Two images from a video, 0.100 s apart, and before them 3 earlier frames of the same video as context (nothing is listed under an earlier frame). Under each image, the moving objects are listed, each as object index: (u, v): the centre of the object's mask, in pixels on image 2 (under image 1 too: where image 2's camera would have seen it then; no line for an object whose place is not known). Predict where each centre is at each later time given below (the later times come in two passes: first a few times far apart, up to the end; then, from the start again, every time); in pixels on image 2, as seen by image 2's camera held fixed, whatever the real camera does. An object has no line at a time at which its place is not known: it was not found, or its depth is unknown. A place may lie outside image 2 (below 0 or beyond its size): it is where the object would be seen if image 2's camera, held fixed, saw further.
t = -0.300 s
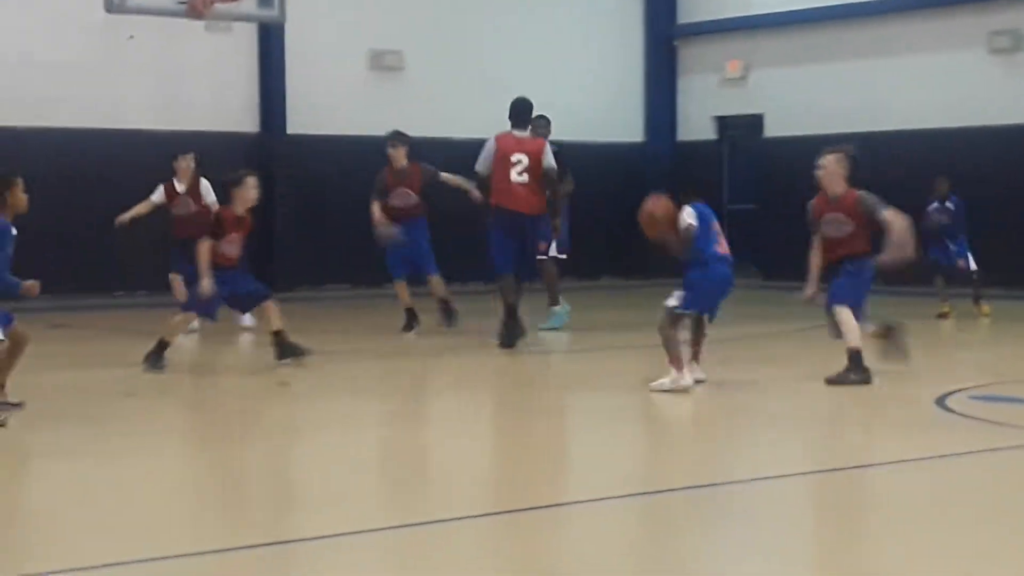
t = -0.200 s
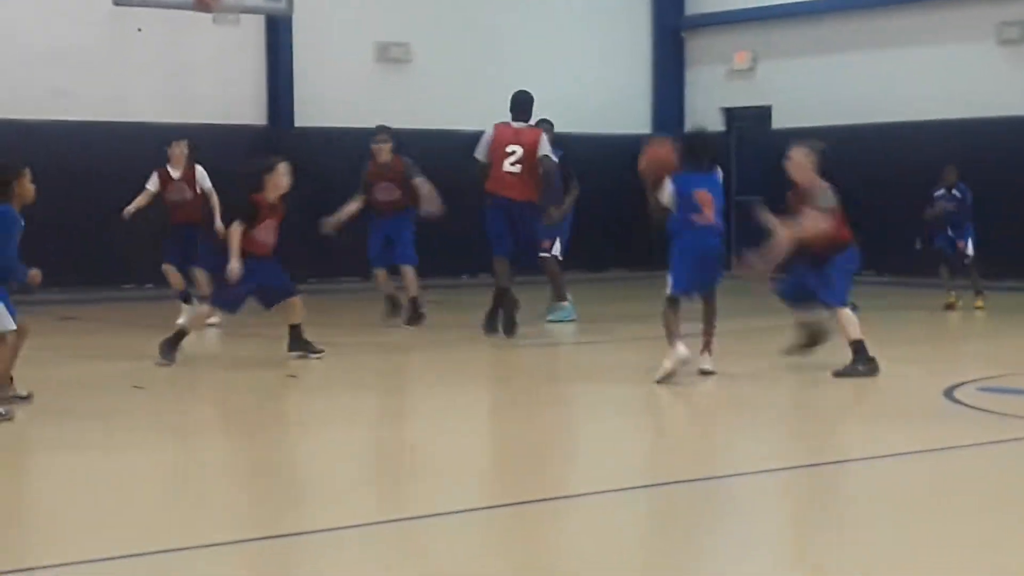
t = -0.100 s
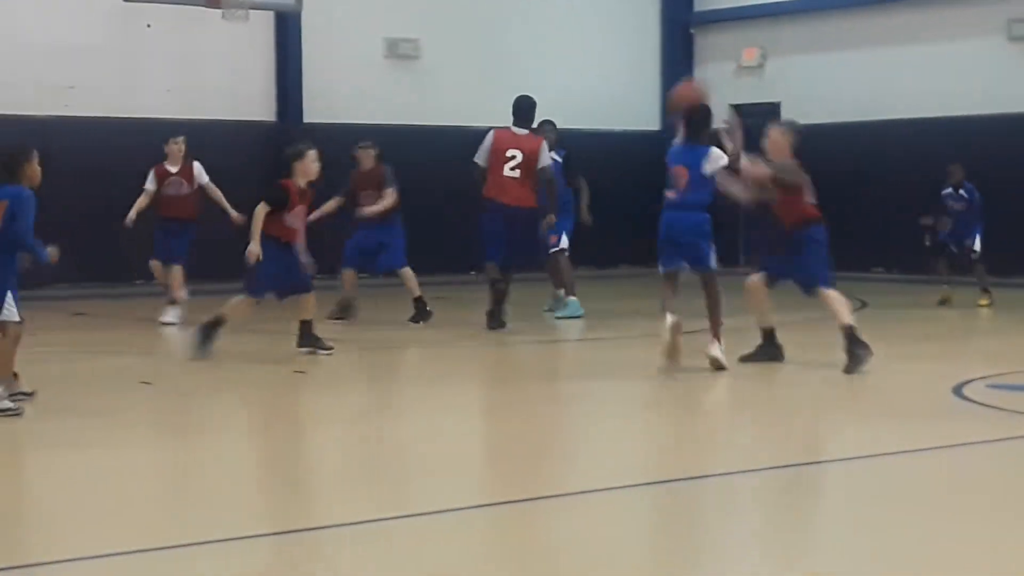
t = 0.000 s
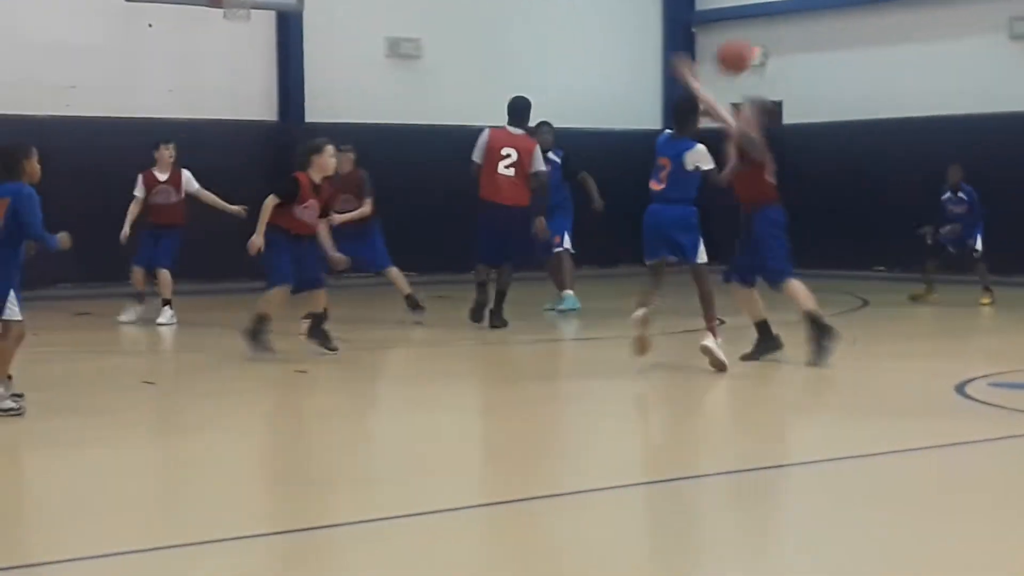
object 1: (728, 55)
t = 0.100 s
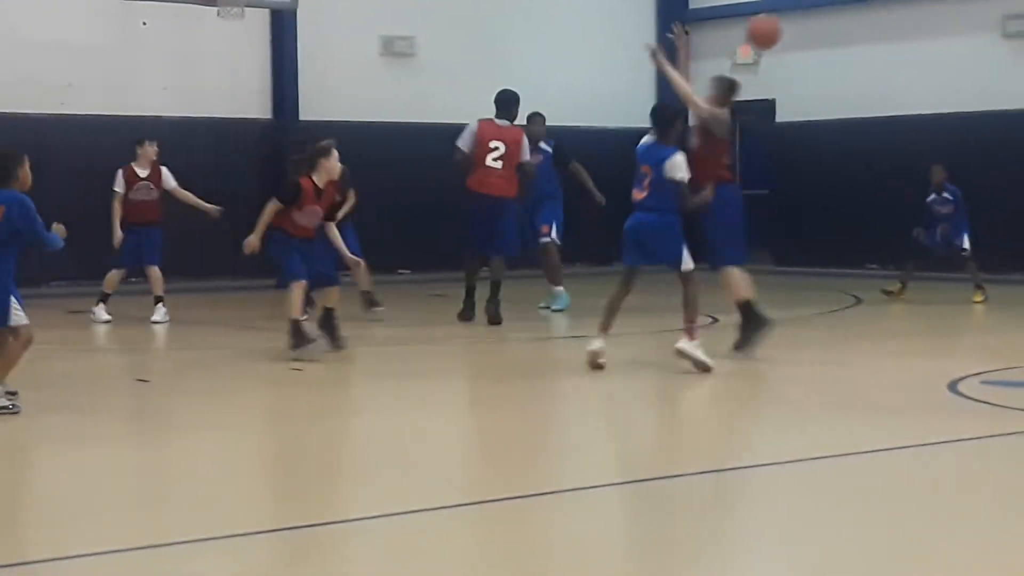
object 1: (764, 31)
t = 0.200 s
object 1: (797, 24)
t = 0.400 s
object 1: (854, 52)
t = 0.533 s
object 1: (887, 92)
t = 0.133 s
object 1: (776, 27)
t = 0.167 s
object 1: (786, 25)
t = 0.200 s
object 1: (797, 24)
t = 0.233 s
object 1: (807, 25)
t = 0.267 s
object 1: (816, 29)
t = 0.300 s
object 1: (827, 33)
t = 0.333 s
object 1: (837, 37)
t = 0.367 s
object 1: (845, 44)
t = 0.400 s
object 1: (854, 52)
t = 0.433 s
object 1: (863, 59)
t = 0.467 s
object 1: (871, 70)
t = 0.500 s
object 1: (879, 81)
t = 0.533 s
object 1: (887, 92)
